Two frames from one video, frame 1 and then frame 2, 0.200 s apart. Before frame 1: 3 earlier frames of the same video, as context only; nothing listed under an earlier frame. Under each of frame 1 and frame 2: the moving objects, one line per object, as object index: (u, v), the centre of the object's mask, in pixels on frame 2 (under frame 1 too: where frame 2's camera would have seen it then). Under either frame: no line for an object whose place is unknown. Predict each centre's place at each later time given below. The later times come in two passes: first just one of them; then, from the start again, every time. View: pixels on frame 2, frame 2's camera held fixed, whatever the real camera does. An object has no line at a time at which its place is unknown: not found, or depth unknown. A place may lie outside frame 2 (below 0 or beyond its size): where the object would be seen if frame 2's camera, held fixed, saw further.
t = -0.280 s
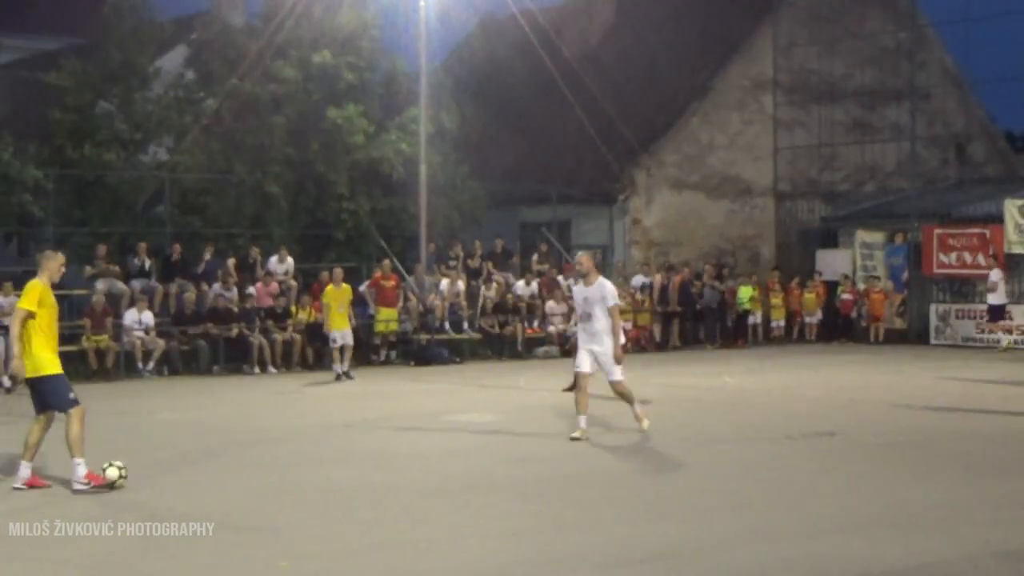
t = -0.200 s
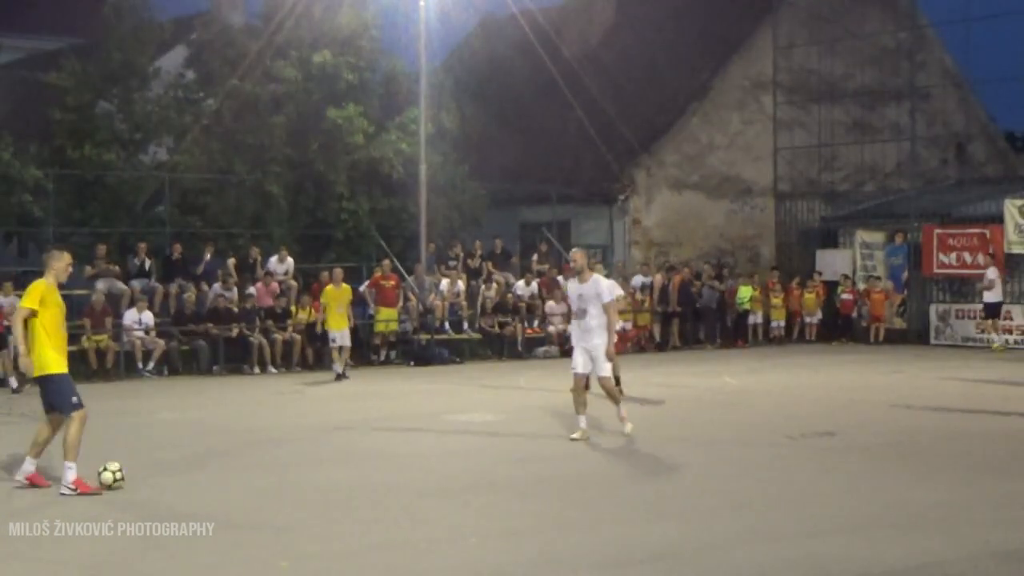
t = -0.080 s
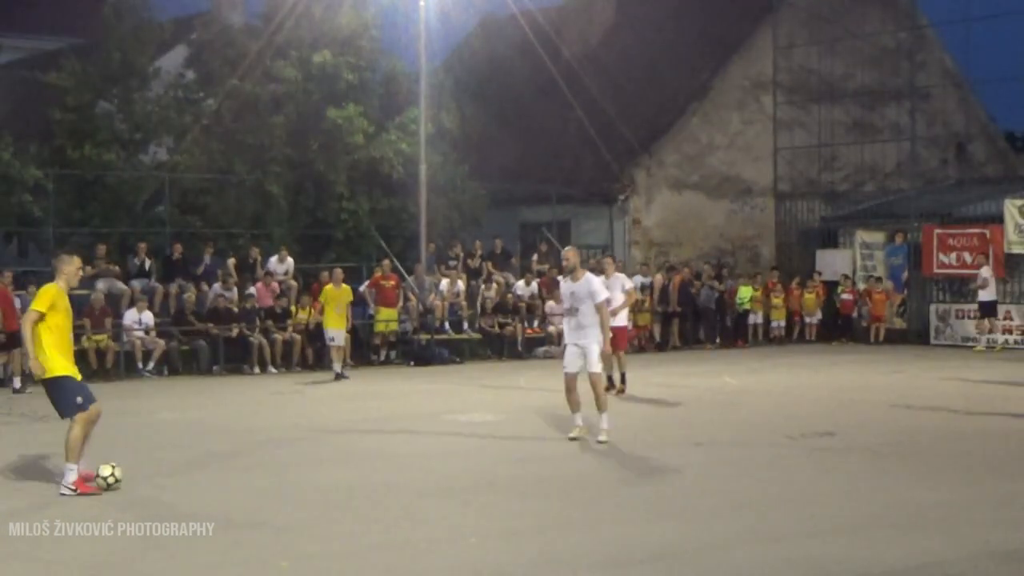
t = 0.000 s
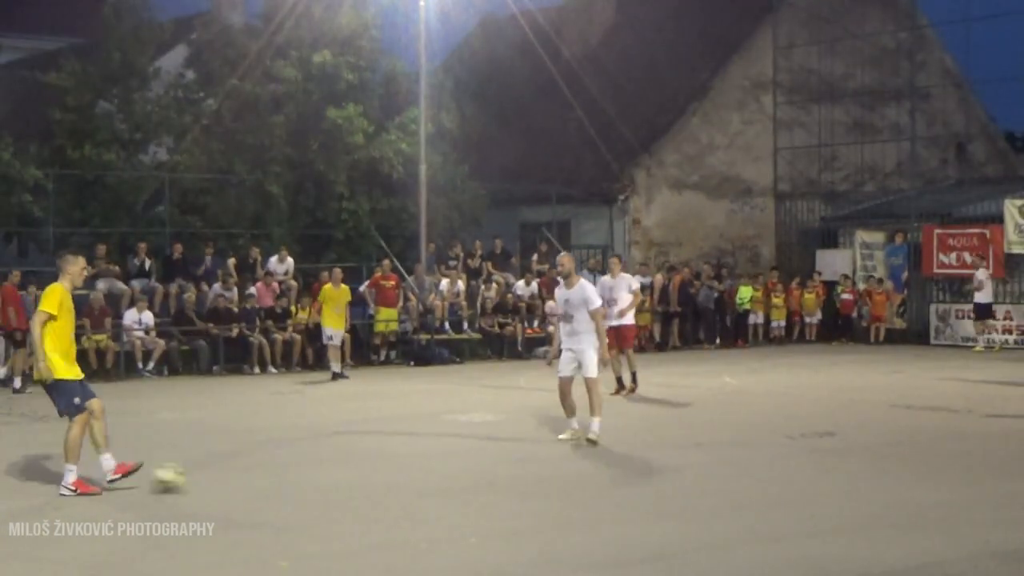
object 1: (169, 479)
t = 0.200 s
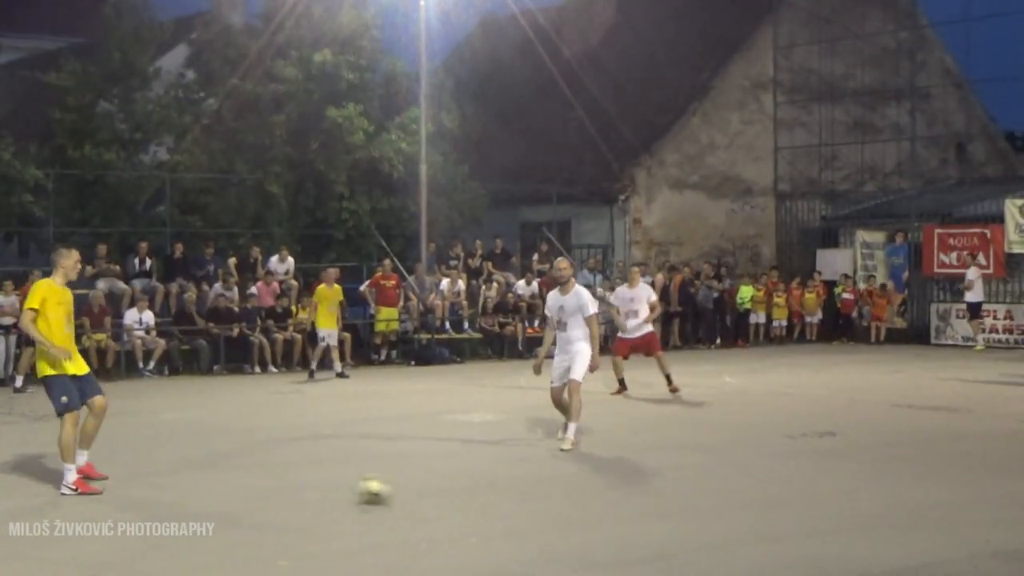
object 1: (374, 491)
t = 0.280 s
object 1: (452, 493)
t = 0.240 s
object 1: (416, 491)
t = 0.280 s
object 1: (452, 493)
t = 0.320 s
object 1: (490, 496)
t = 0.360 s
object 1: (528, 498)
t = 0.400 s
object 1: (565, 500)
